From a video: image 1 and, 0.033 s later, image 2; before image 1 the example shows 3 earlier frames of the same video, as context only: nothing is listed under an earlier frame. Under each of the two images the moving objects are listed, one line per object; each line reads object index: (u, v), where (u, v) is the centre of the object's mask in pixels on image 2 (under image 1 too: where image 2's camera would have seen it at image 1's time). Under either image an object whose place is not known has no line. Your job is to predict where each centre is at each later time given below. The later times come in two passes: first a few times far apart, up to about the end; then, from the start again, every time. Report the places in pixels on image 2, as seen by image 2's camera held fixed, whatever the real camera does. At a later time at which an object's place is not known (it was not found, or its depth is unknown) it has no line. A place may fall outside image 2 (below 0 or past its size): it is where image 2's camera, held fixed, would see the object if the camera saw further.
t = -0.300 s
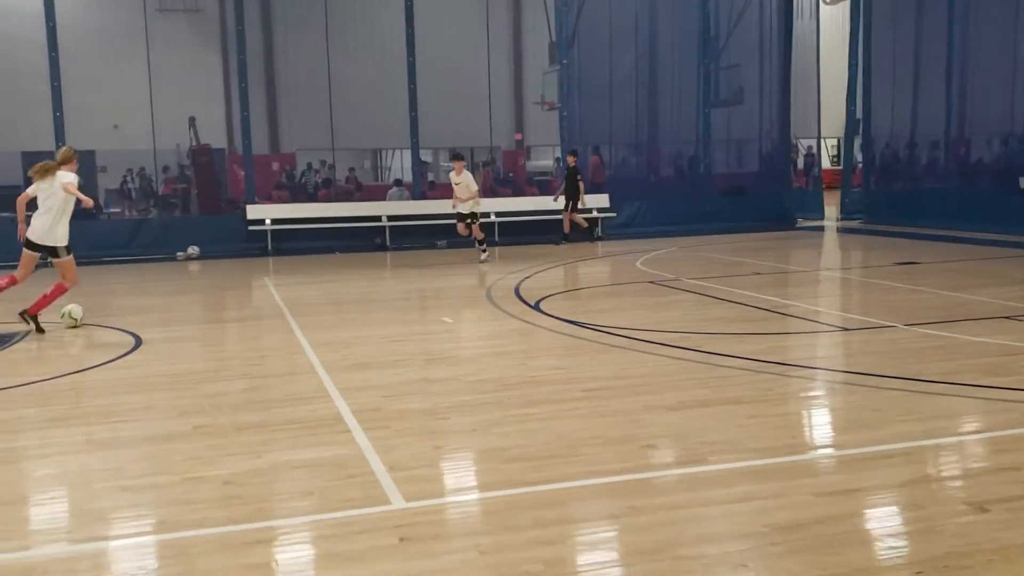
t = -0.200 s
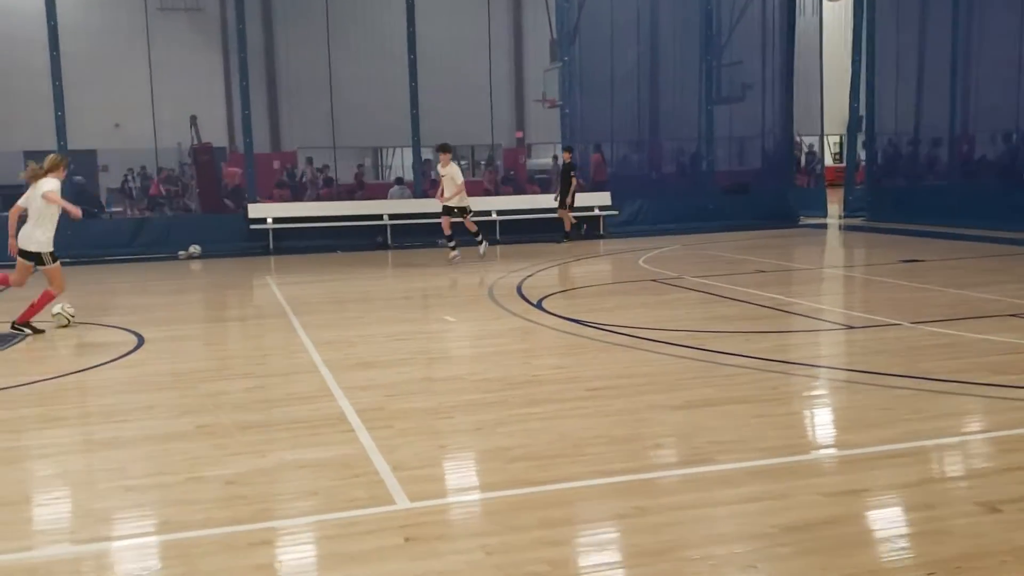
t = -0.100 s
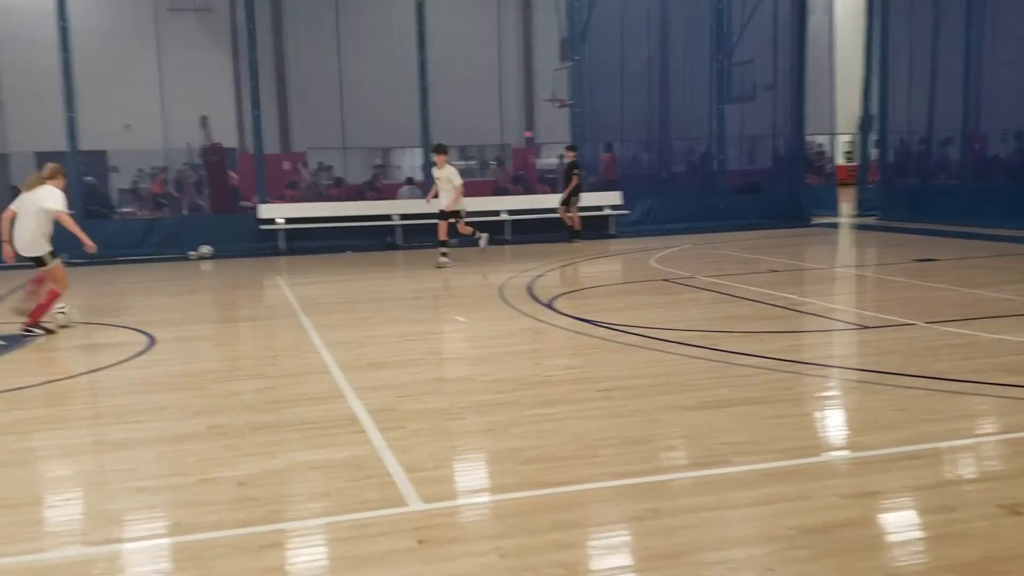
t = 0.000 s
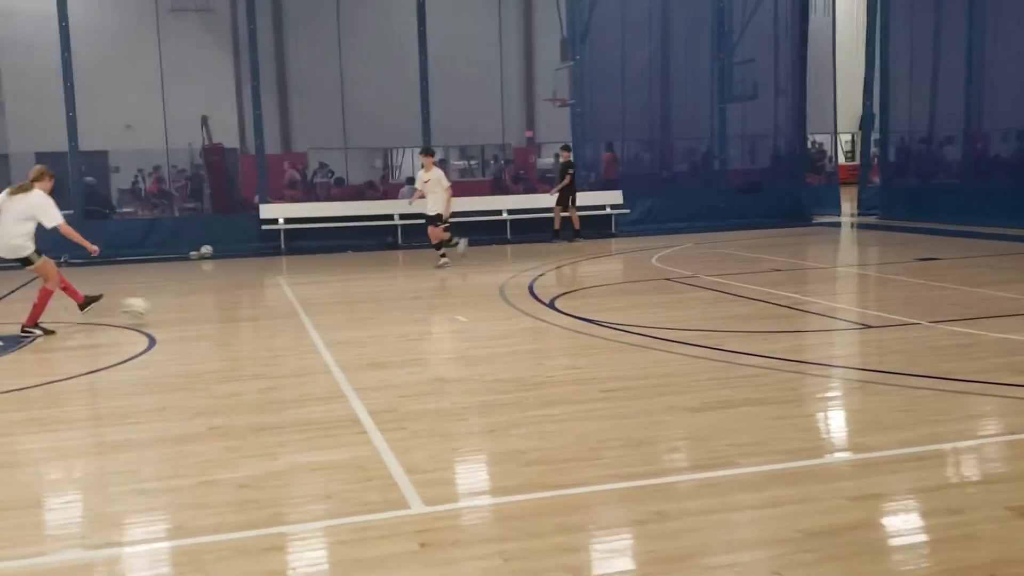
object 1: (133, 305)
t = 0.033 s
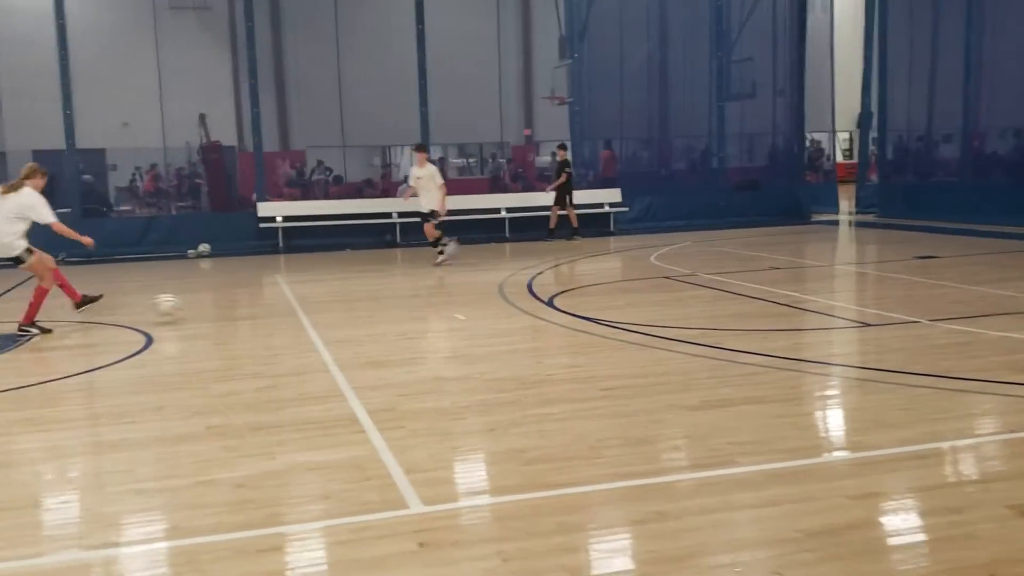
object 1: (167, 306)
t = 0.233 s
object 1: (356, 306)
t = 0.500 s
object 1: (579, 303)
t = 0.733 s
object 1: (751, 297)
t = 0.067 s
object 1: (200, 307)
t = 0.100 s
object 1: (231, 308)
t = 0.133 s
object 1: (265, 310)
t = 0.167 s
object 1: (295, 309)
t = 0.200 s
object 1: (324, 308)
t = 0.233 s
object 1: (356, 306)
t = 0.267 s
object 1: (385, 304)
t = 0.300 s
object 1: (416, 306)
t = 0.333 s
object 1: (444, 307)
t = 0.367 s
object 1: (472, 305)
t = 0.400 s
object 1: (499, 303)
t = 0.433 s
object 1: (527, 303)
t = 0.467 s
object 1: (552, 303)
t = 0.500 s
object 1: (579, 303)
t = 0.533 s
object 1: (604, 300)
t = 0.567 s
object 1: (628, 299)
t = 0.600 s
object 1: (655, 300)
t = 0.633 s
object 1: (680, 300)
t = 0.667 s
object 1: (703, 298)
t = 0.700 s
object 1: (728, 297)
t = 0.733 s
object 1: (751, 297)
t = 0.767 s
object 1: (775, 298)
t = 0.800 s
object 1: (799, 298)
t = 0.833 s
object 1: (822, 296)
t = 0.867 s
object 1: (845, 296)
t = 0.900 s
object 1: (868, 297)
